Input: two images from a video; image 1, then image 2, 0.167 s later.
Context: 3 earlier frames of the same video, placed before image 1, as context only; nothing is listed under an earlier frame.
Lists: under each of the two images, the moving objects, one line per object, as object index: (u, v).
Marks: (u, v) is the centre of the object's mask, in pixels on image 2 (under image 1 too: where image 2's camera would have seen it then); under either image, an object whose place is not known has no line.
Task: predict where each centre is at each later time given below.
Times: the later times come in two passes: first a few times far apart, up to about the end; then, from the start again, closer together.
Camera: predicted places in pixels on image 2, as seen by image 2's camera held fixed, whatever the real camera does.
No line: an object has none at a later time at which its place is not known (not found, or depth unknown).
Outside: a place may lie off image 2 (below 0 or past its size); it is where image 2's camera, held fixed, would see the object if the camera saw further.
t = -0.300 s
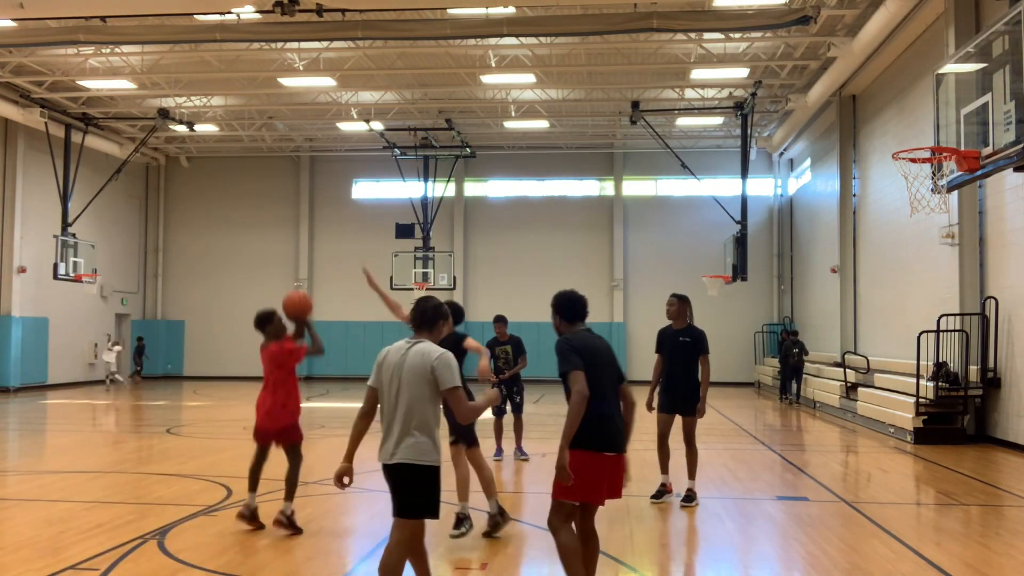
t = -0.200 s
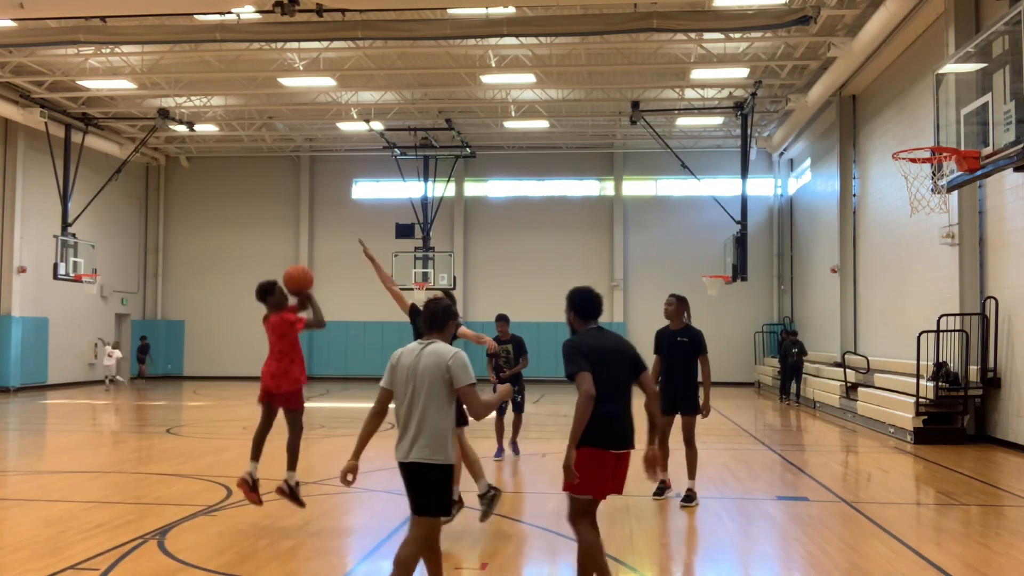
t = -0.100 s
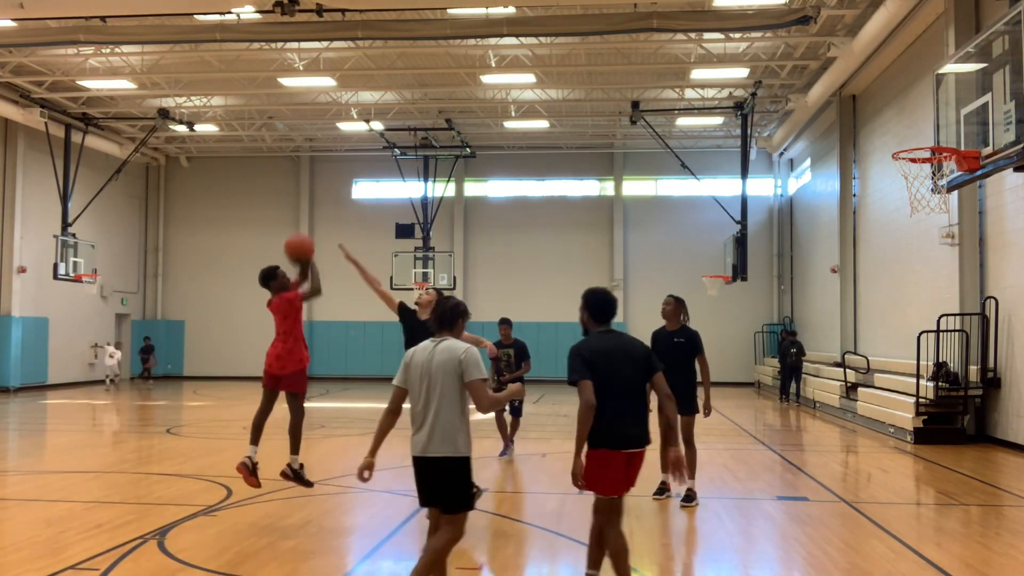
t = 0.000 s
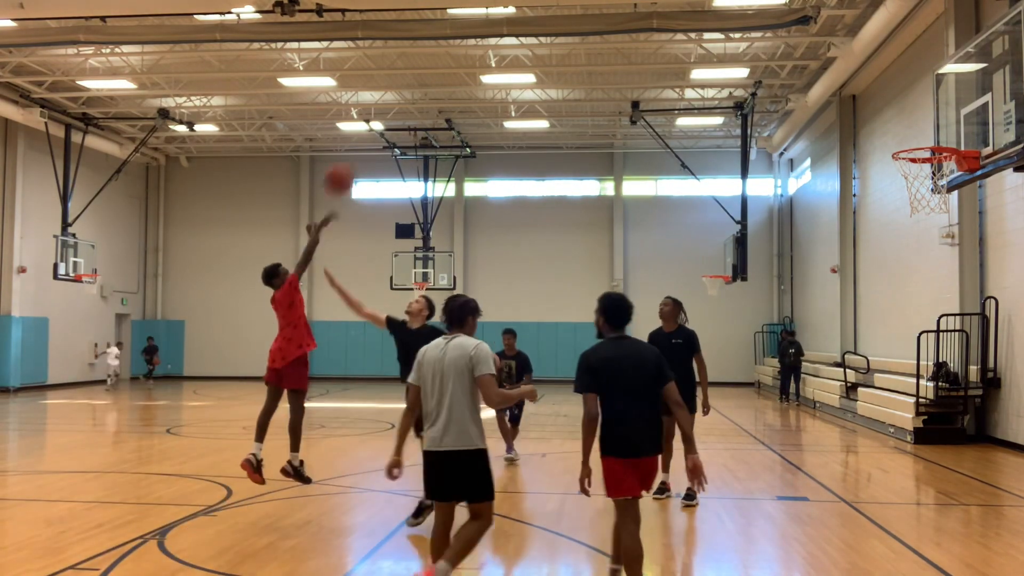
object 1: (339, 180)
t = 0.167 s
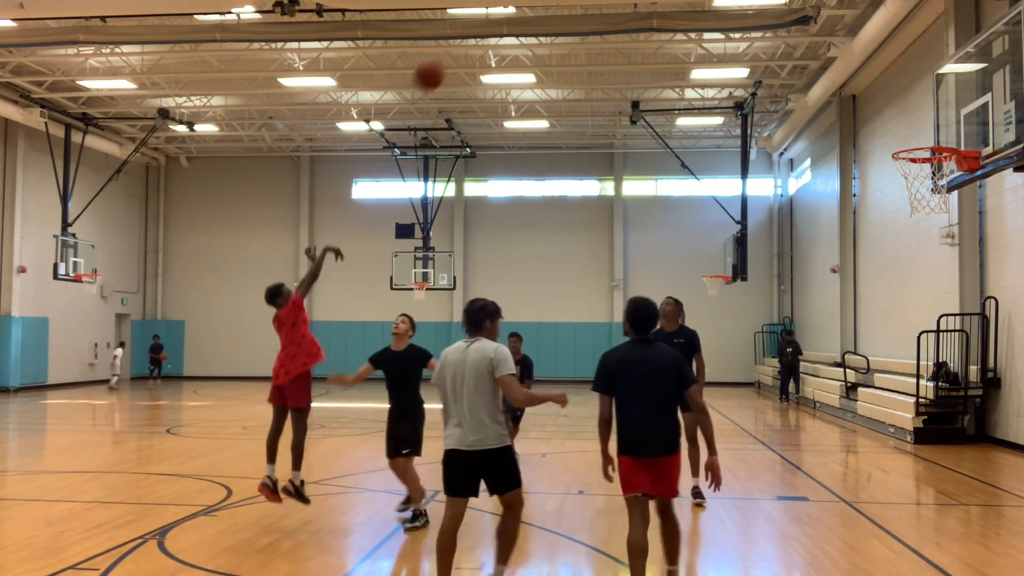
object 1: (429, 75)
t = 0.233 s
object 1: (464, 43)
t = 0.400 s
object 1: (552, 2)
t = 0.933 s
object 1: (827, 36)
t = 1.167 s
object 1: (936, 157)
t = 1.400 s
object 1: (920, 184)
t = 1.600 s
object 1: (897, 219)
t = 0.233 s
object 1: (464, 43)
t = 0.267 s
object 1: (482, 30)
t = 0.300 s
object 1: (500, 18)
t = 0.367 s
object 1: (535, 5)
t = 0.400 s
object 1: (552, 2)
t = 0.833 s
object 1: (777, 7)
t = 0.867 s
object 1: (794, 12)
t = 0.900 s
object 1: (810, 22)
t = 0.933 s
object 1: (827, 36)
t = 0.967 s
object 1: (843, 49)
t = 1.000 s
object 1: (860, 65)
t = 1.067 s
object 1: (895, 101)
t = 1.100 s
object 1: (912, 120)
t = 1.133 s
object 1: (929, 139)
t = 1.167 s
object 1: (936, 157)
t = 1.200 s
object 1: (941, 167)
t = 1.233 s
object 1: (943, 177)
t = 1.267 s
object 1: (940, 181)
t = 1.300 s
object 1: (936, 182)
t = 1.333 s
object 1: (929, 182)
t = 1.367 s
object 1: (925, 182)
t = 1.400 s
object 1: (920, 184)
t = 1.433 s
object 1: (915, 186)
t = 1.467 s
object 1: (912, 191)
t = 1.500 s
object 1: (908, 196)
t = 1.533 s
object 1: (905, 201)
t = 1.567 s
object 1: (901, 210)
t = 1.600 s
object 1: (897, 219)
